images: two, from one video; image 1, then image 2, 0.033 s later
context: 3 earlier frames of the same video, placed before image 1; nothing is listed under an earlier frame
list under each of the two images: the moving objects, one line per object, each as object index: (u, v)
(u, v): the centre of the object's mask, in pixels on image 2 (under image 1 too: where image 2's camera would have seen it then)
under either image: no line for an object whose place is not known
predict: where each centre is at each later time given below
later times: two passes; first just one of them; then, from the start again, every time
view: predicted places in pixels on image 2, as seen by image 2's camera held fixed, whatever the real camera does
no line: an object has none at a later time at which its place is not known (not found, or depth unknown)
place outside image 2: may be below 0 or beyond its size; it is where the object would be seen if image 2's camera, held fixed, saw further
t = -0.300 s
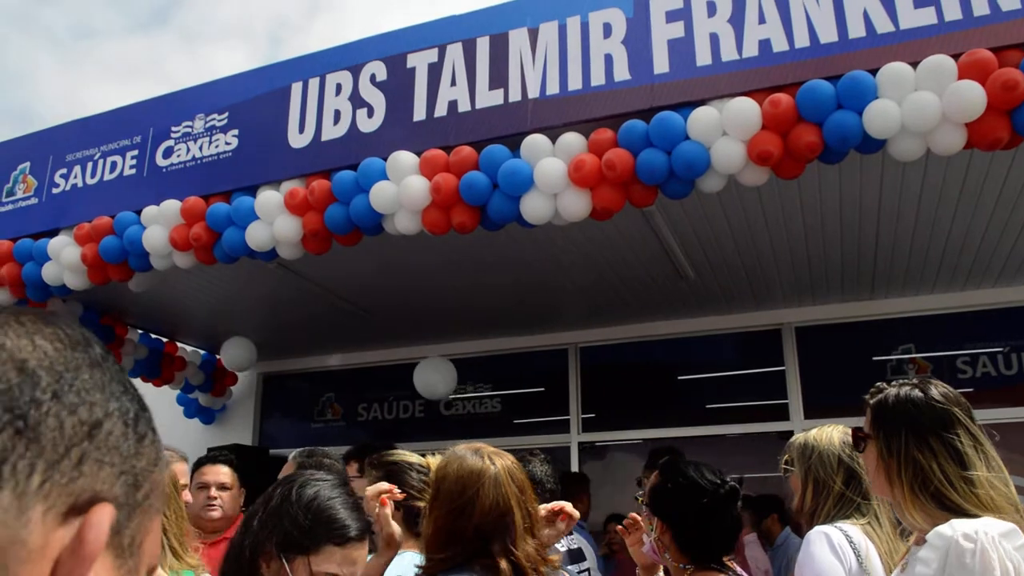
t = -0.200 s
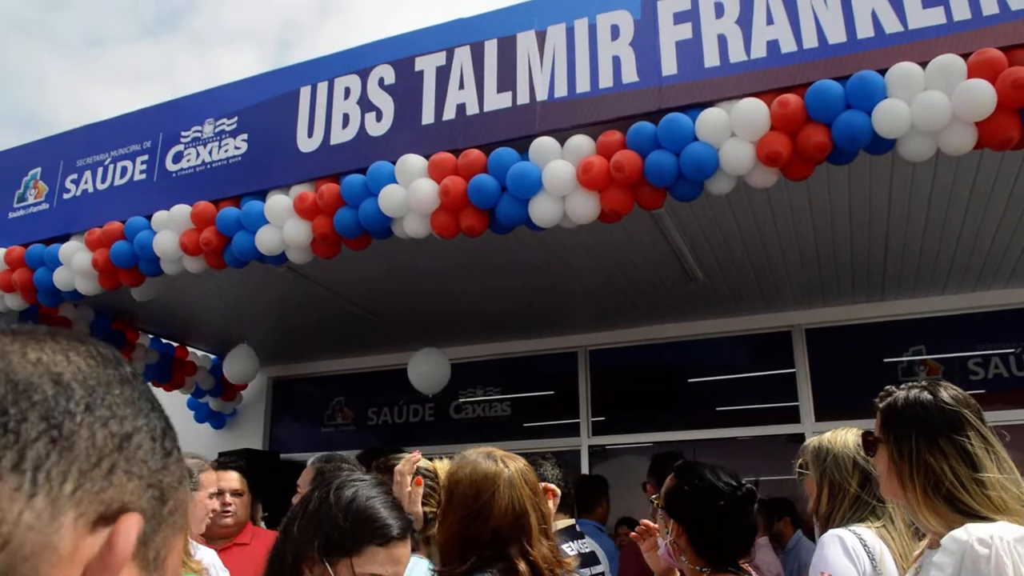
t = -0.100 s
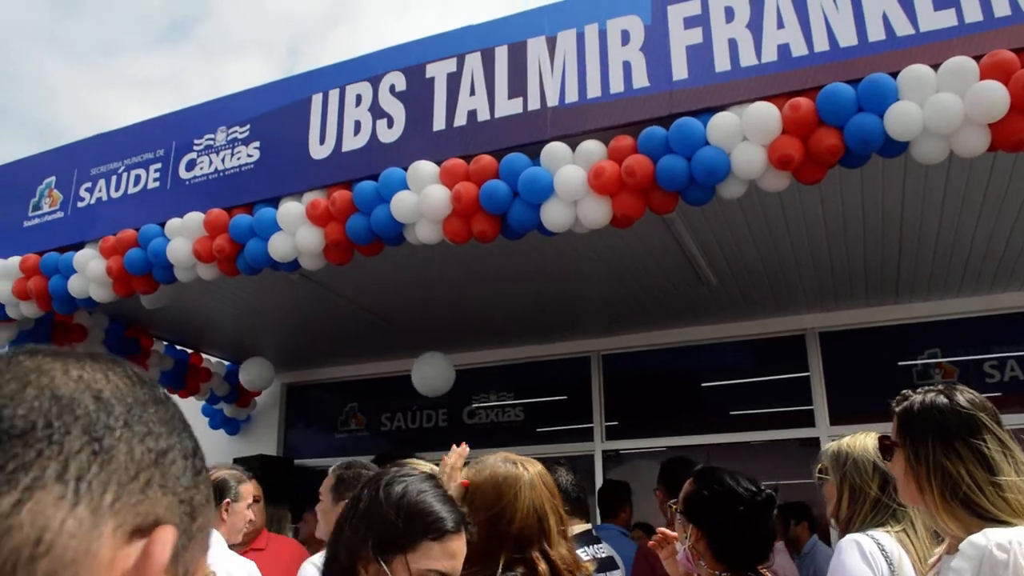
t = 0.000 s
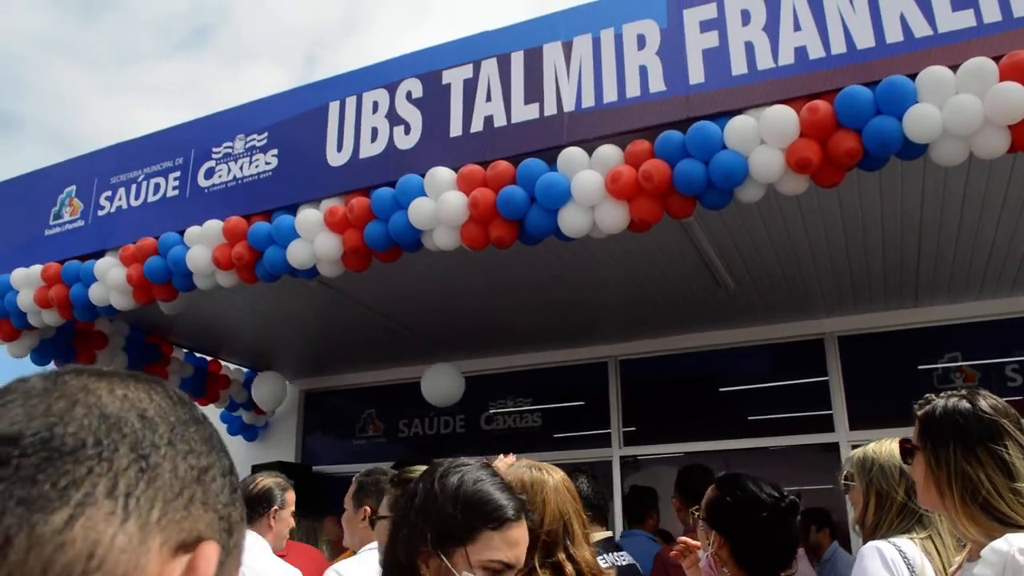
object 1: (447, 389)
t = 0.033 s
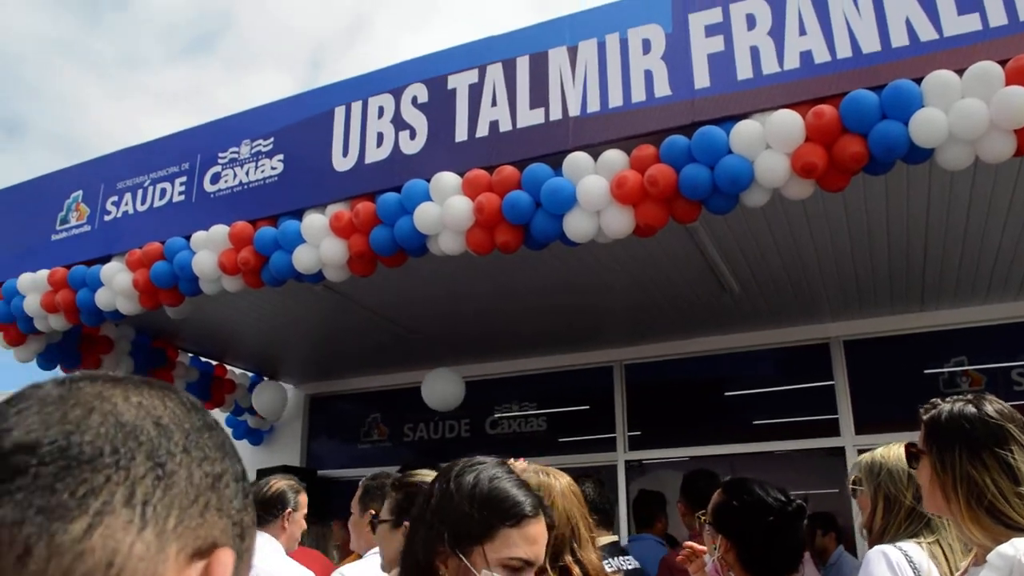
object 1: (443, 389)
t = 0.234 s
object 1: (400, 404)
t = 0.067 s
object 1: (437, 389)
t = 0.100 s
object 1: (430, 389)
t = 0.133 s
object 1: (422, 389)
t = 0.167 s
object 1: (414, 392)
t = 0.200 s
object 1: (406, 397)
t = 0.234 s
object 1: (400, 404)
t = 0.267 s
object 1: (396, 413)
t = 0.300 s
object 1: (396, 421)
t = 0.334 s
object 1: (398, 426)
